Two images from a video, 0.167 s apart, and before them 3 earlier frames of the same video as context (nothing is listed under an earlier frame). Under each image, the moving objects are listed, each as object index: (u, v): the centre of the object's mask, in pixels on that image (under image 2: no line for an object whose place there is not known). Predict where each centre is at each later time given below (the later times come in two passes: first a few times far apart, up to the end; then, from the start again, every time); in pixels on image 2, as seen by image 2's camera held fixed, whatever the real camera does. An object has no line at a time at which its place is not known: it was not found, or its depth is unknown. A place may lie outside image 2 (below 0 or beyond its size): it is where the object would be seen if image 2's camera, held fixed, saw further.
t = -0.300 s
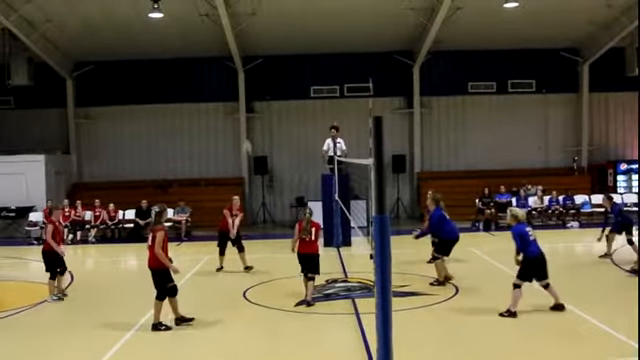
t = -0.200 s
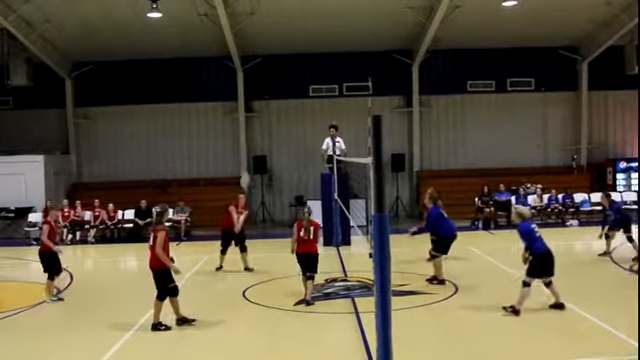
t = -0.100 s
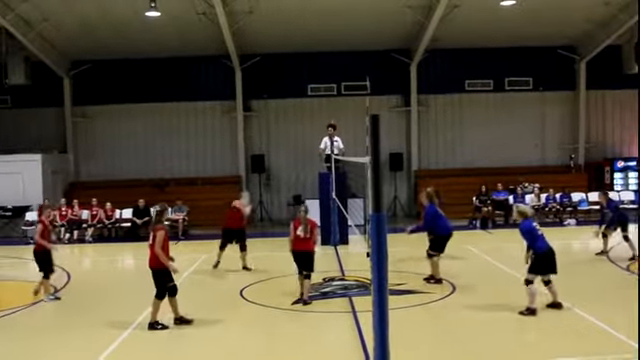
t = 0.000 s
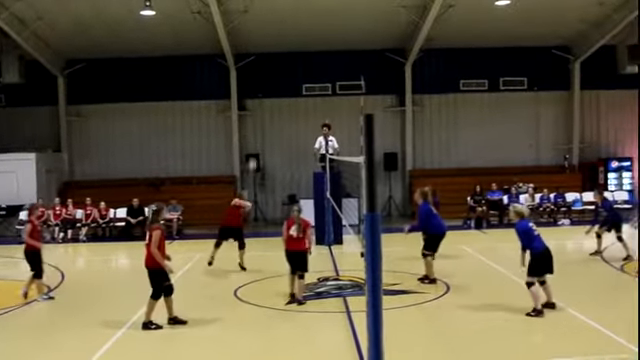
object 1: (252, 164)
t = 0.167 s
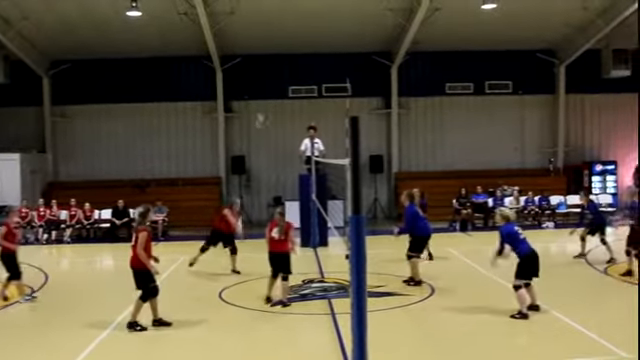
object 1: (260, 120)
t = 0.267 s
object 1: (274, 99)
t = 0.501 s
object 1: (308, 69)
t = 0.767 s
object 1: (353, 68)
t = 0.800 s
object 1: (358, 71)
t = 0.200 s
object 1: (264, 115)
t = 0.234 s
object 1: (268, 105)
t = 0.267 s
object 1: (274, 99)
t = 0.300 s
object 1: (278, 94)
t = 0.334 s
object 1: (283, 88)
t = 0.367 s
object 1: (288, 83)
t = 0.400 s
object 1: (293, 79)
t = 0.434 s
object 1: (298, 74)
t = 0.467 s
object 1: (303, 71)
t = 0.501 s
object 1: (308, 69)
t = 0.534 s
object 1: (314, 66)
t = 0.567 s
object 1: (319, 64)
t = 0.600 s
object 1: (325, 63)
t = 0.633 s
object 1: (330, 63)
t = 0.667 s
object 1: (336, 63)
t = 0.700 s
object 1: (341, 64)
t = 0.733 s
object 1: (347, 65)
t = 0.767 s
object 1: (353, 68)
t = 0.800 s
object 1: (358, 71)
